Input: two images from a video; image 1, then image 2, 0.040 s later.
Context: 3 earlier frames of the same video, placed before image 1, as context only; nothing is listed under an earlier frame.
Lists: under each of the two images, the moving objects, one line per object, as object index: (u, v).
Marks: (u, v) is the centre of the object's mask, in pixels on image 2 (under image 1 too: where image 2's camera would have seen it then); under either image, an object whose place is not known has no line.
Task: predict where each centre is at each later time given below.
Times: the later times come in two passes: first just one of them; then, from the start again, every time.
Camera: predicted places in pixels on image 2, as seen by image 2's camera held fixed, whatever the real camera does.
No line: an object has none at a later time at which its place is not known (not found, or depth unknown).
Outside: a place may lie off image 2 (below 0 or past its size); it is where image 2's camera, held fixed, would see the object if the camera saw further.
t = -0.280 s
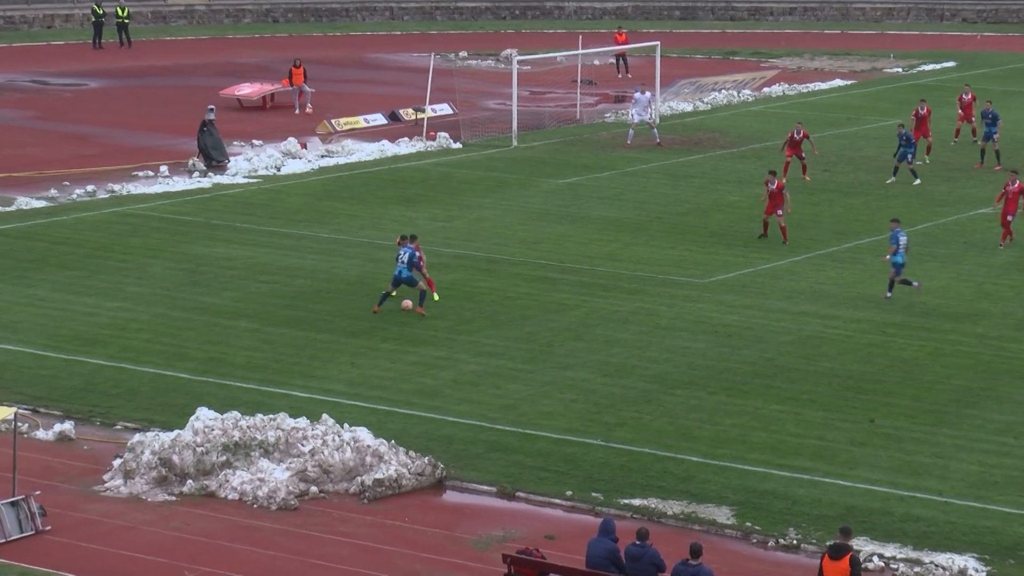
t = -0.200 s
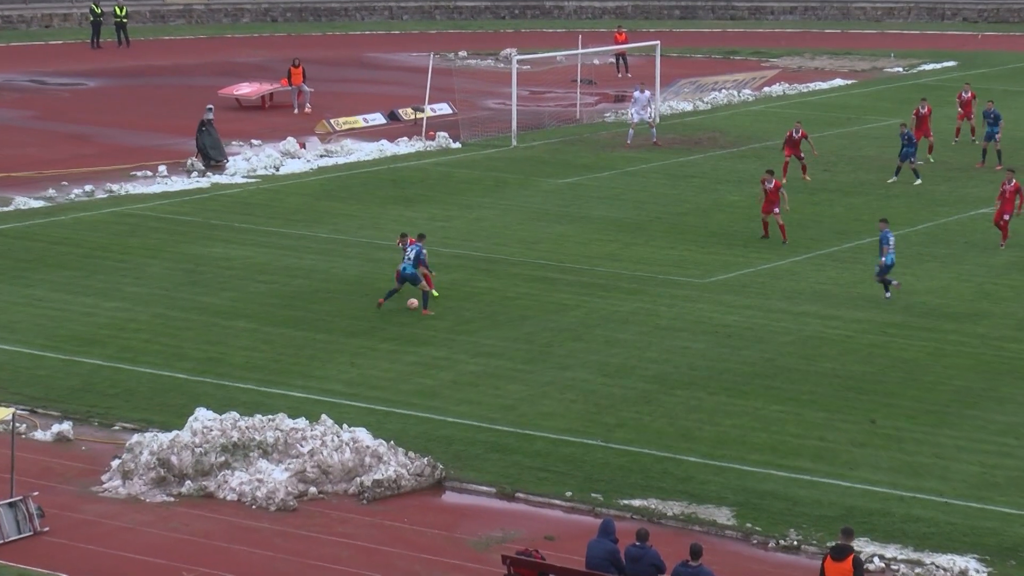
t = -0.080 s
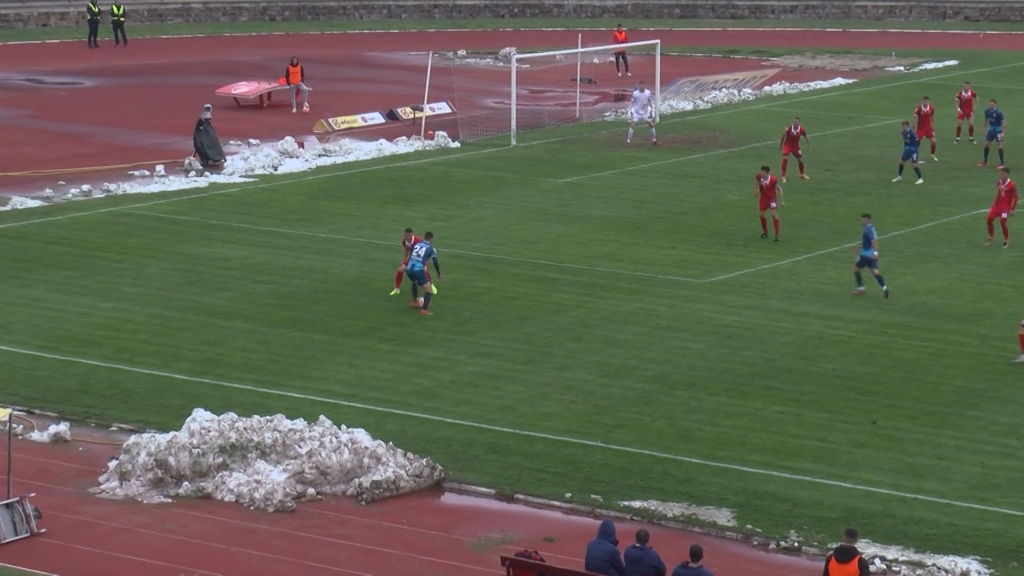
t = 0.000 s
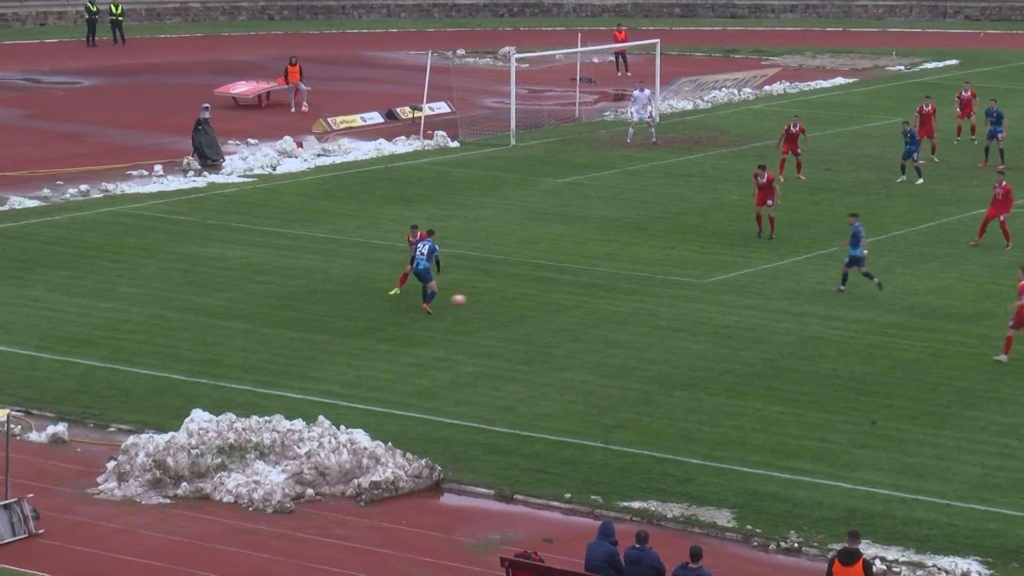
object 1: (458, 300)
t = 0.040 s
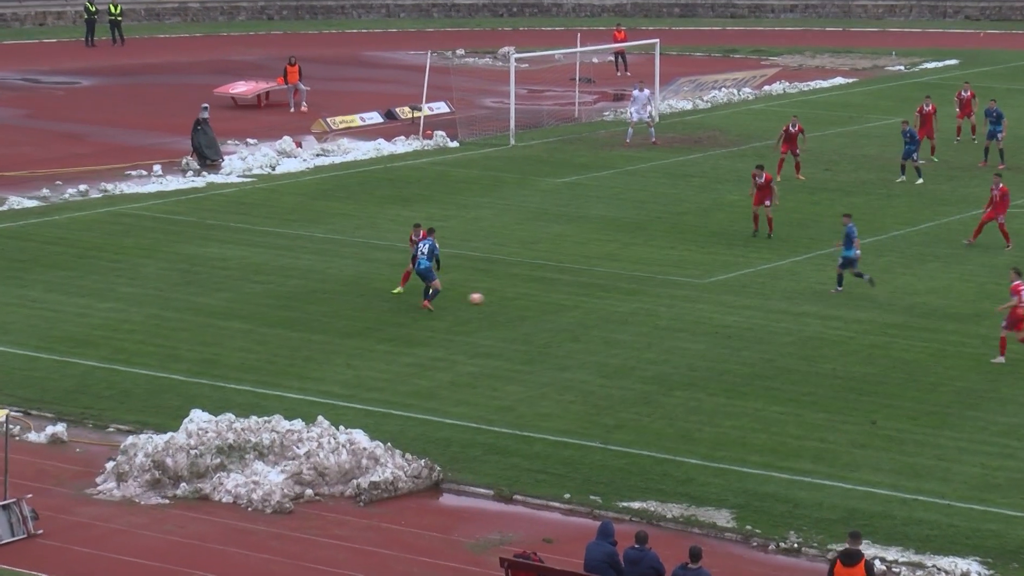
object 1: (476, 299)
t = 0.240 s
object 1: (551, 292)
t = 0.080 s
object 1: (492, 297)
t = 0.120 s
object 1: (509, 297)
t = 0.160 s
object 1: (523, 295)
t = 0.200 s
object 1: (537, 293)
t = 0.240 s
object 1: (551, 292)
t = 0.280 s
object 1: (564, 291)
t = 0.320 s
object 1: (577, 291)
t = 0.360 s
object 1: (589, 291)
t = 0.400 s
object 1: (599, 289)
